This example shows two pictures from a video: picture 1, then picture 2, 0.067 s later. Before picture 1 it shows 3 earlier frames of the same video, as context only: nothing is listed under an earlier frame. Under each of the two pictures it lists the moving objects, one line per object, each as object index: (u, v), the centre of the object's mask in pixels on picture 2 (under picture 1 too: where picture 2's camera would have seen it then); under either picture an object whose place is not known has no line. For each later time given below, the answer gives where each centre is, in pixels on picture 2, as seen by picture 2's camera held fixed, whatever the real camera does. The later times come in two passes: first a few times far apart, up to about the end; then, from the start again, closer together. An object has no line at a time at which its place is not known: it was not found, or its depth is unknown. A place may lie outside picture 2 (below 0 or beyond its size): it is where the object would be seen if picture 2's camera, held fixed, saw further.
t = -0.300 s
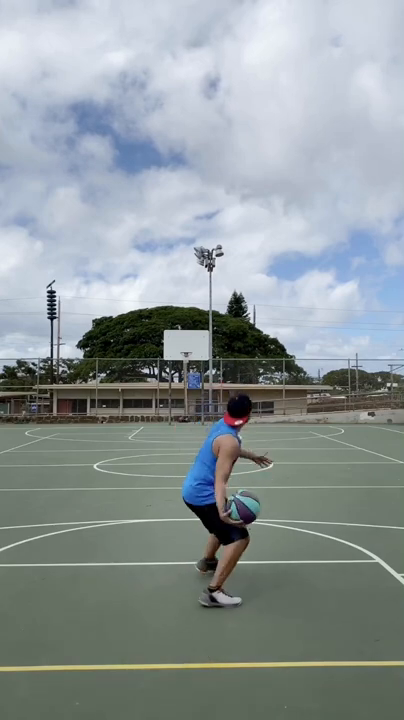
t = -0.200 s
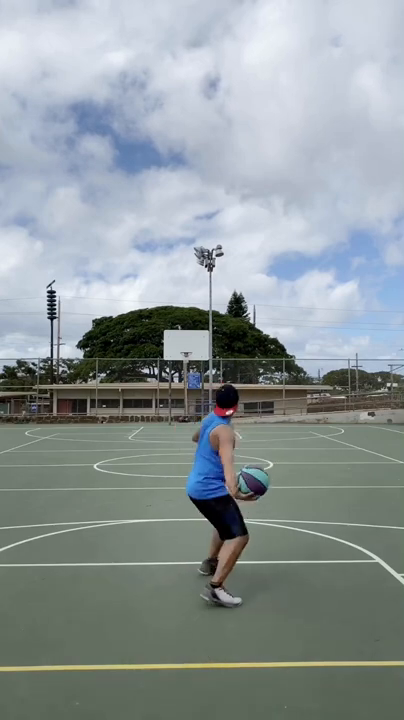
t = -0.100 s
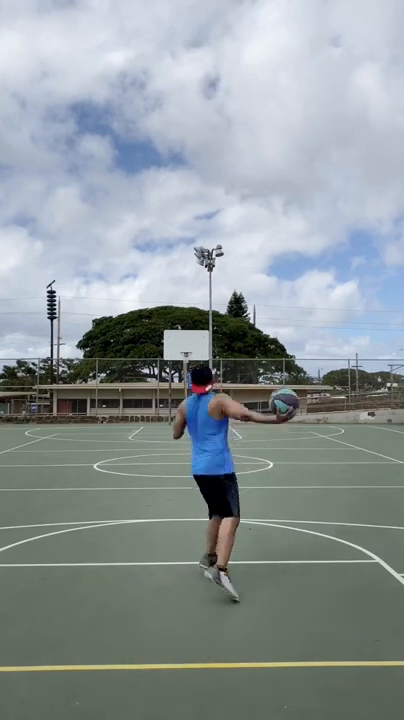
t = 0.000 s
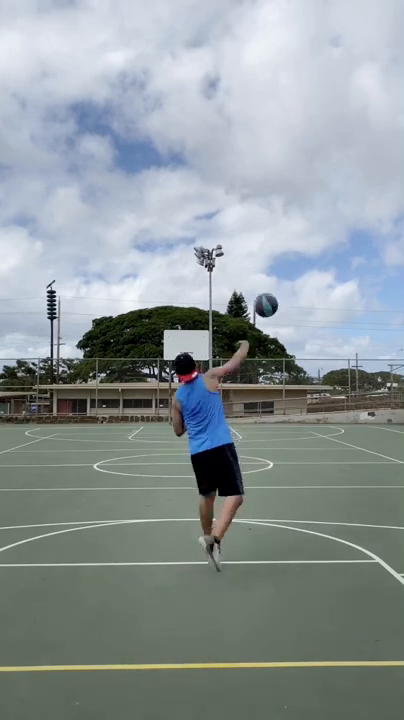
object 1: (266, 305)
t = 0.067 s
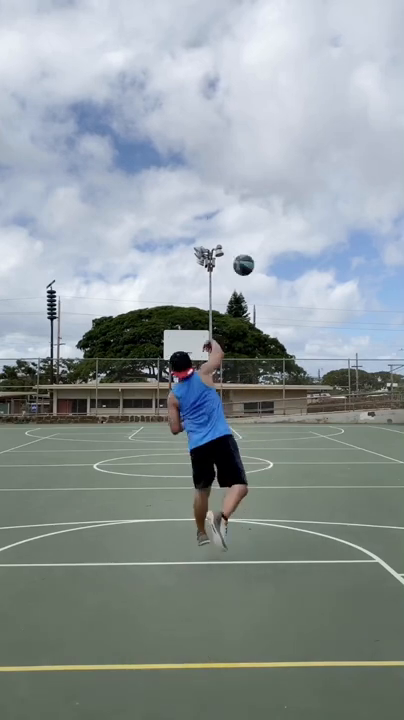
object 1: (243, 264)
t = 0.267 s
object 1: (206, 204)
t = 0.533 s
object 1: (188, 186)
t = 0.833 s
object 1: (181, 202)
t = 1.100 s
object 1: (181, 233)
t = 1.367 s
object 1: (182, 275)
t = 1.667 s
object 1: (182, 329)
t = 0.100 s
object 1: (234, 249)
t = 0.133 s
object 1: (227, 237)
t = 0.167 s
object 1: (221, 226)
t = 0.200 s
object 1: (215, 217)
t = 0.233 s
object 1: (211, 210)
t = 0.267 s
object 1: (206, 204)
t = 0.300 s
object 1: (203, 199)
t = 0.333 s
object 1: (200, 195)
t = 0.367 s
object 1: (197, 192)
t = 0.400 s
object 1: (195, 189)
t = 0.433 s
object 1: (193, 188)
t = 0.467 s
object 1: (191, 187)
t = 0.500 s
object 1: (189, 186)
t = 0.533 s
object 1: (188, 186)
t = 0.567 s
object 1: (187, 187)
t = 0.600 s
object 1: (186, 188)
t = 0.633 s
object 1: (185, 189)
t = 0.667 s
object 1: (184, 190)
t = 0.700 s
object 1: (183, 192)
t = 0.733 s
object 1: (183, 194)
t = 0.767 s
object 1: (182, 197)
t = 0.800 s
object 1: (182, 199)
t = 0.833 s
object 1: (181, 202)
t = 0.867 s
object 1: (181, 206)
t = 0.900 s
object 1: (181, 209)
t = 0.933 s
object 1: (181, 212)
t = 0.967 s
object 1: (181, 216)
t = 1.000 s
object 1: (181, 220)
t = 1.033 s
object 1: (181, 224)
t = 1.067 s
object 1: (181, 229)
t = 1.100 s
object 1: (181, 233)
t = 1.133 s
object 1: (181, 238)
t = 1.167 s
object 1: (181, 243)
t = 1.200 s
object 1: (181, 248)
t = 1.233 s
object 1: (181, 253)
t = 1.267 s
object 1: (181, 258)
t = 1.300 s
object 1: (181, 263)
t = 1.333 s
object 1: (181, 269)
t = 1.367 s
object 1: (182, 275)
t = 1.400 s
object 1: (182, 280)
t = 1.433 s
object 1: (182, 286)
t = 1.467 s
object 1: (182, 292)
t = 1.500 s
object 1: (182, 298)
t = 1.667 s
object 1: (182, 329)
